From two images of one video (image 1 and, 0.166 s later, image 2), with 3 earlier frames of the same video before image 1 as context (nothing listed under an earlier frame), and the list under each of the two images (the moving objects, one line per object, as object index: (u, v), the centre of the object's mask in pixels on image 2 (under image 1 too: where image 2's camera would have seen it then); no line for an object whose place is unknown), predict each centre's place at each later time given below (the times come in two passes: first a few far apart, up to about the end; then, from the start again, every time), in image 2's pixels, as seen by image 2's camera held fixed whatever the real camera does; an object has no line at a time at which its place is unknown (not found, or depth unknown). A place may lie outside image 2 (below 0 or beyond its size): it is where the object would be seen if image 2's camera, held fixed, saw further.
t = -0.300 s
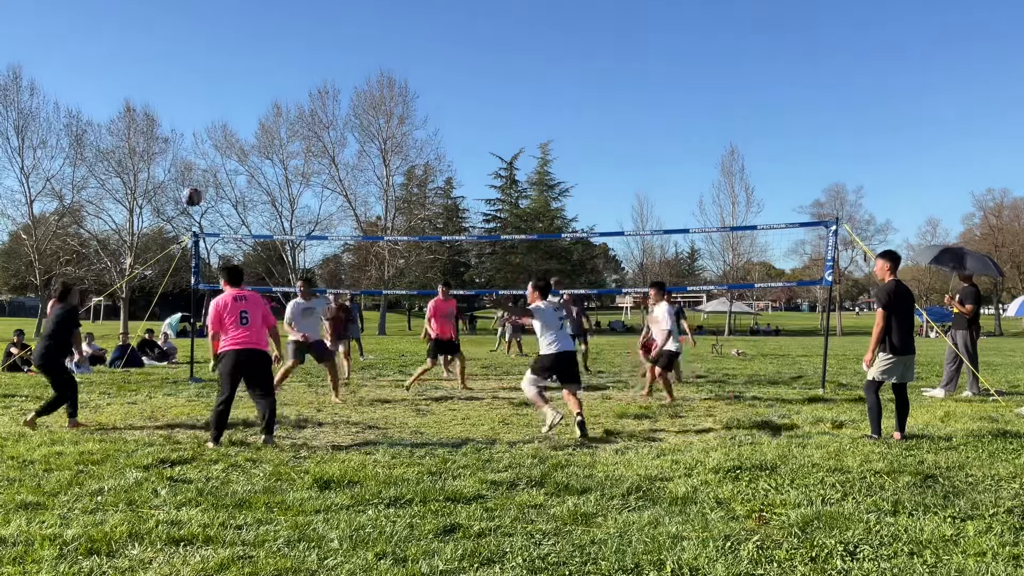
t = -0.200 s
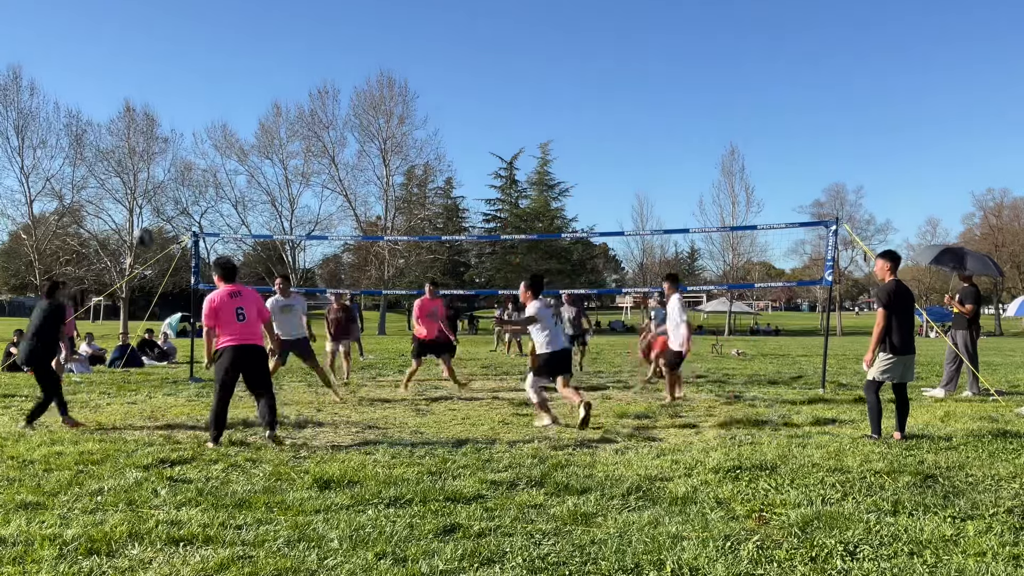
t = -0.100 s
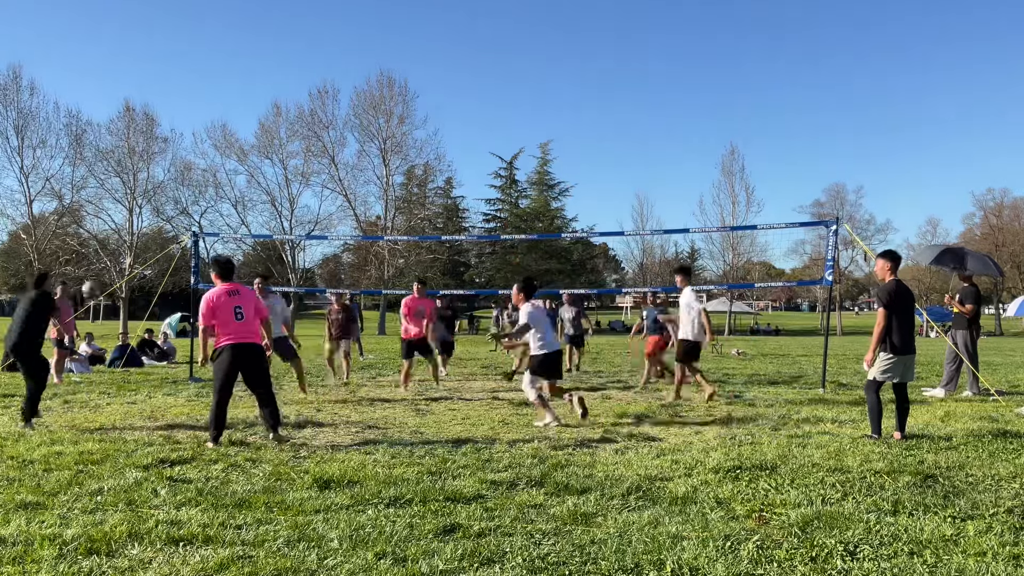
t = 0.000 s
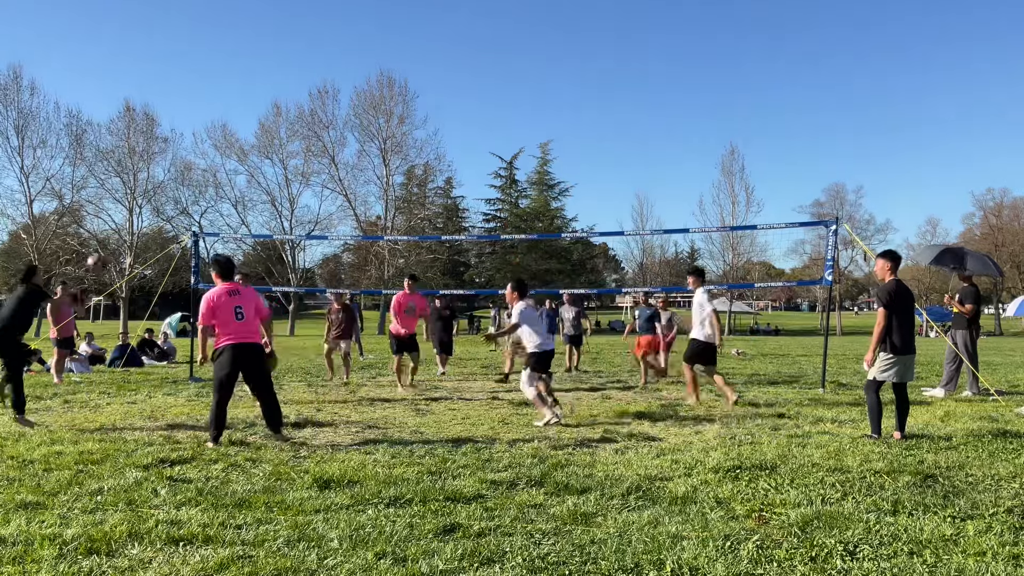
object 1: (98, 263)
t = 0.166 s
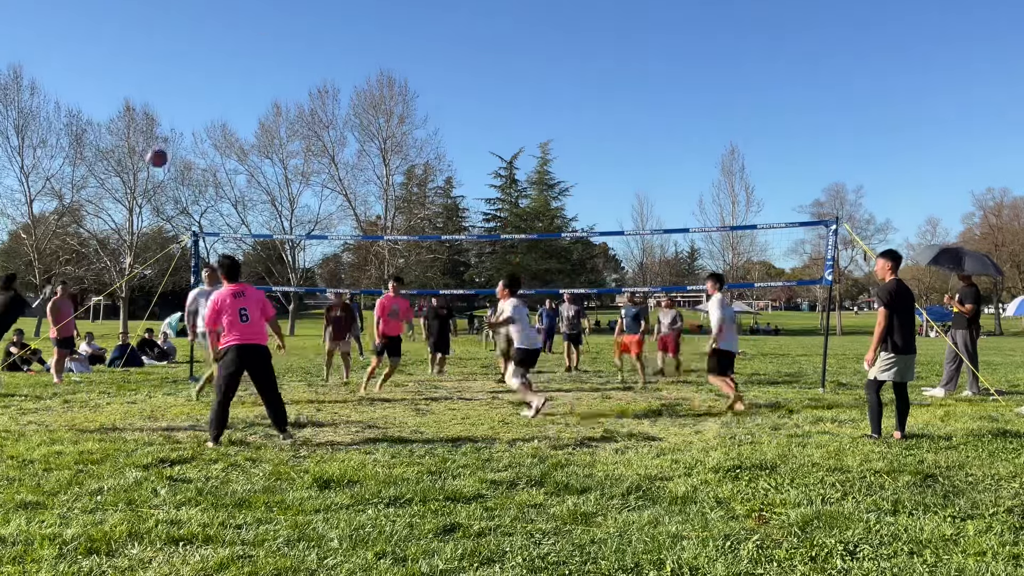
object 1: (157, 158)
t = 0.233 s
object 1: (180, 126)
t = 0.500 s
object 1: (263, 44)
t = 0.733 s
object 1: (330, 28)
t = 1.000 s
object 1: (402, 66)
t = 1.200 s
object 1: (453, 130)
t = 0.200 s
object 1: (169, 141)
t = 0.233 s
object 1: (180, 126)
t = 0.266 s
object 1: (190, 111)
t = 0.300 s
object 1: (201, 98)
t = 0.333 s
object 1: (212, 86)
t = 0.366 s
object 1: (222, 75)
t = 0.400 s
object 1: (233, 65)
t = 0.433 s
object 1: (243, 57)
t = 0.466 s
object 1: (253, 50)
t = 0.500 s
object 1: (263, 44)
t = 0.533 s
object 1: (273, 38)
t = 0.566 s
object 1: (283, 34)
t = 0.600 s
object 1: (292, 31)
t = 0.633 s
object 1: (302, 29)
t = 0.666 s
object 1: (312, 28)
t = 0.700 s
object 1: (321, 27)
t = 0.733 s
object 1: (330, 28)
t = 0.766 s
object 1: (339, 30)
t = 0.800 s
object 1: (349, 33)
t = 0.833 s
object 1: (358, 36)
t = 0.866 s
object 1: (367, 40)
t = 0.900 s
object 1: (376, 45)
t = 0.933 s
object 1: (384, 52)
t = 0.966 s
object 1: (393, 59)
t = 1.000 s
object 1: (402, 66)
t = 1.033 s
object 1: (410, 75)
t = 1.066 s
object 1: (419, 85)
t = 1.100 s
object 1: (428, 95)
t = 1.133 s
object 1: (436, 106)
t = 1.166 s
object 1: (445, 118)
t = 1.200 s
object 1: (453, 130)
